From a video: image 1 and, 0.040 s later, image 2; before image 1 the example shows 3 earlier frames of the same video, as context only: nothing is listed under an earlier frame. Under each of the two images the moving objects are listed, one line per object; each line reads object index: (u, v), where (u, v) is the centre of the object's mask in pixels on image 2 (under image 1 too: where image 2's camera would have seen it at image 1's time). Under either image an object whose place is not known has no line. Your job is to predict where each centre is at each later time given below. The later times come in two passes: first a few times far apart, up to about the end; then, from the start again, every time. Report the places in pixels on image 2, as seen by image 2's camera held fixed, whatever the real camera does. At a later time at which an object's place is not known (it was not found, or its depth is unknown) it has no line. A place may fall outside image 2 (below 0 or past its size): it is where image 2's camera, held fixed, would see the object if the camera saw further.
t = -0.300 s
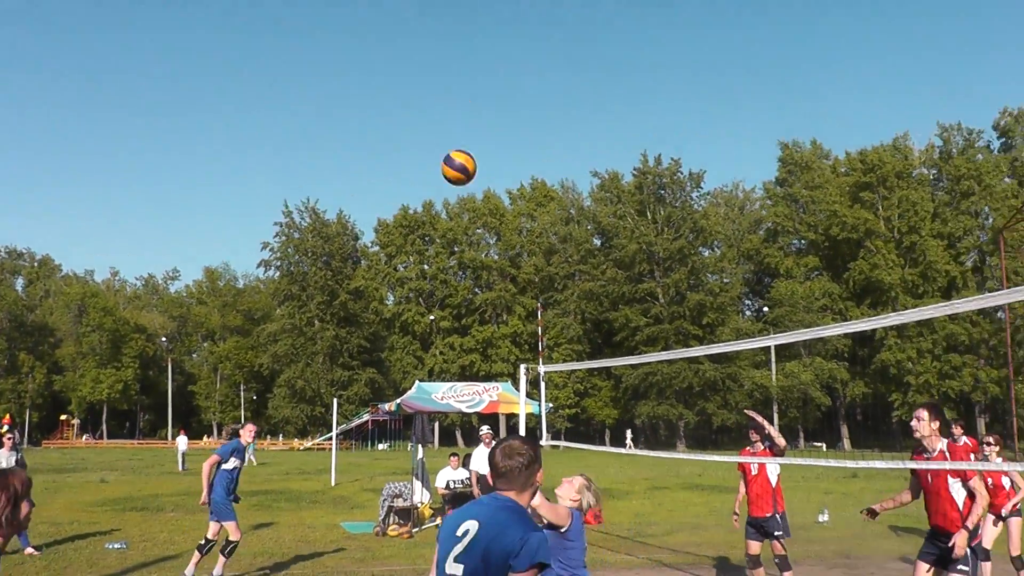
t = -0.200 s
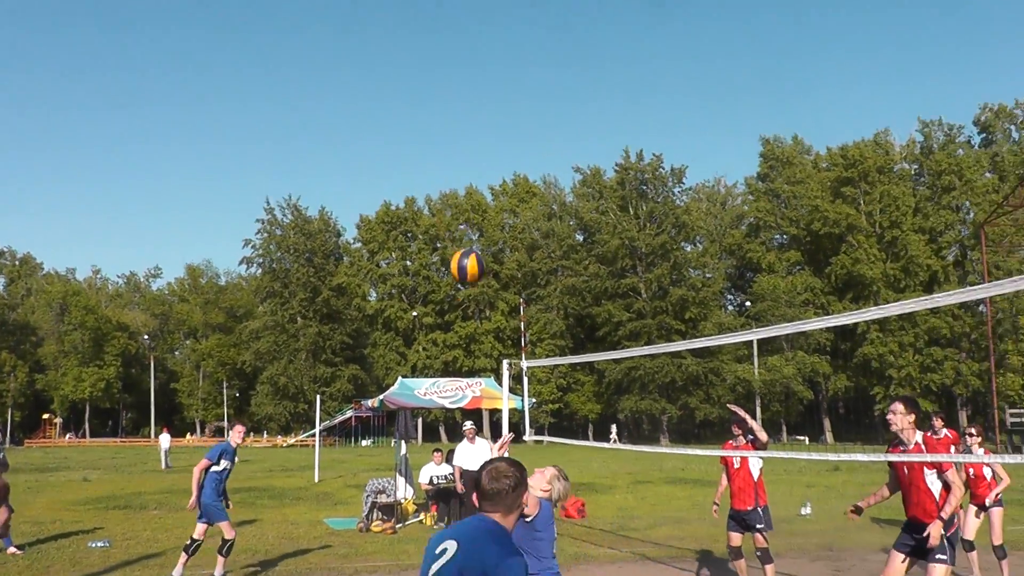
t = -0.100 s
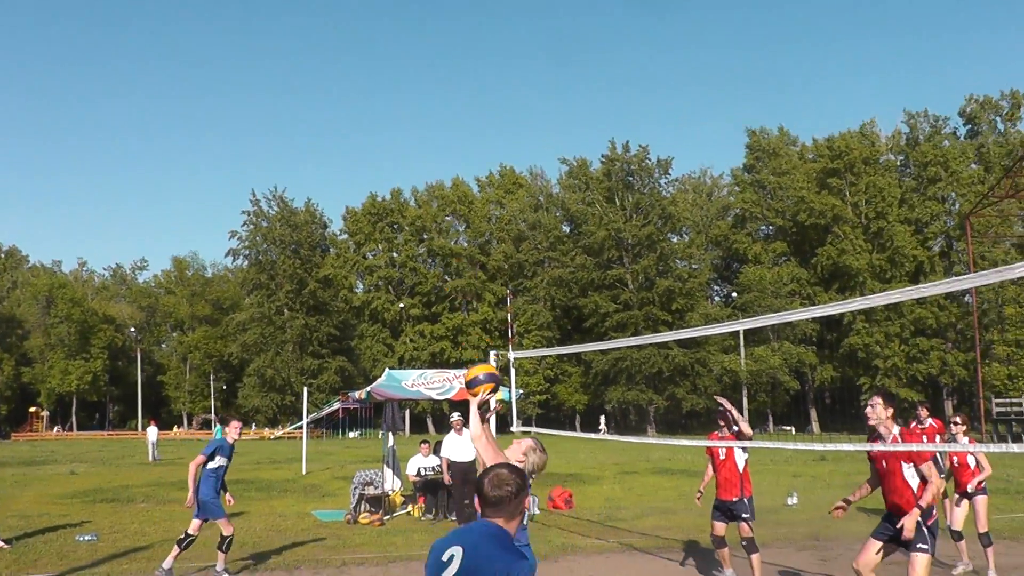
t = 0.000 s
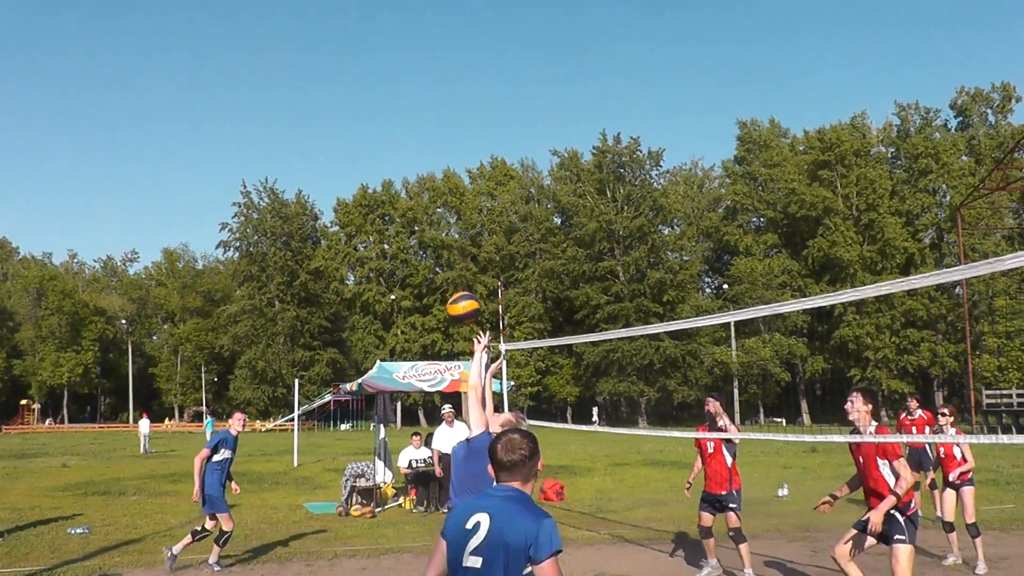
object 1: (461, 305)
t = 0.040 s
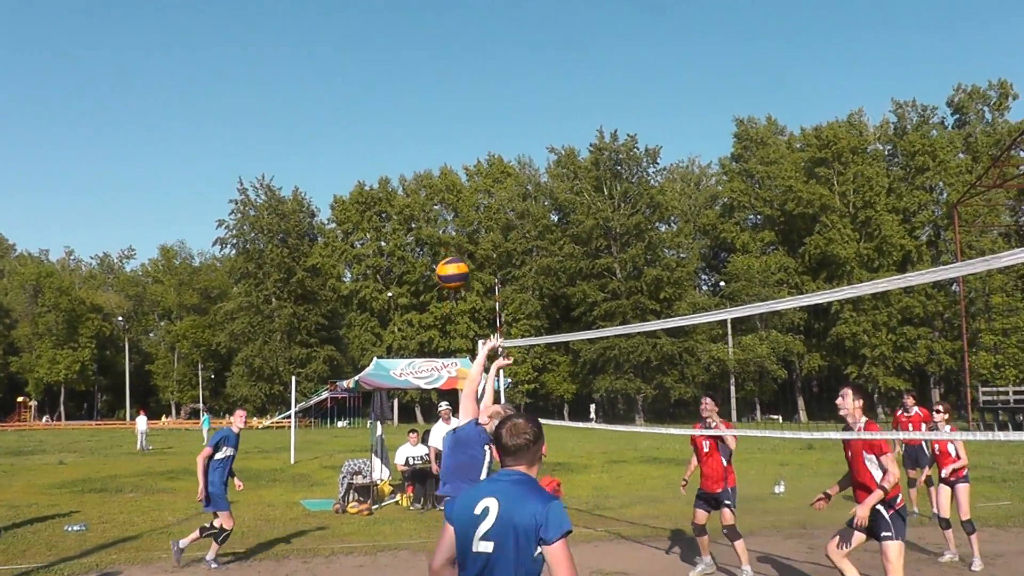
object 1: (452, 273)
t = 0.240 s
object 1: (418, 166)
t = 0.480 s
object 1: (389, 124)
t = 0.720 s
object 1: (366, 152)
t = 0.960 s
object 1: (347, 235)
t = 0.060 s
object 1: (449, 259)
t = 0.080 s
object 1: (445, 245)
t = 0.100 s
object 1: (441, 232)
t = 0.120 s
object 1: (438, 220)
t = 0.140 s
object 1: (434, 209)
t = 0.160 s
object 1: (431, 199)
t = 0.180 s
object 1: (427, 189)
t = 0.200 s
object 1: (424, 181)
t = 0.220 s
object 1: (421, 173)
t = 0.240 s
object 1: (418, 166)
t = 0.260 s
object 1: (416, 159)
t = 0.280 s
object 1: (413, 152)
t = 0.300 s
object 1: (410, 147)
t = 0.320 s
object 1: (408, 142)
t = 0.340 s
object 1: (405, 138)
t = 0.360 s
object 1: (403, 134)
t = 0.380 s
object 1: (401, 131)
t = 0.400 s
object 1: (398, 129)
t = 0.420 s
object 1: (396, 127)
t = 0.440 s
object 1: (394, 125)
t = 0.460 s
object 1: (391, 124)
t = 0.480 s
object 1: (389, 124)
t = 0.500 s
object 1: (387, 124)
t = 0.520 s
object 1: (385, 124)
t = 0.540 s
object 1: (383, 125)
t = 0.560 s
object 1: (381, 127)
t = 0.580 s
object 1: (379, 128)
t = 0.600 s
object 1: (377, 130)
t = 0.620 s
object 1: (375, 133)
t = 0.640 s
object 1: (373, 136)
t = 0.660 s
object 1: (371, 140)
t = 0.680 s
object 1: (369, 143)
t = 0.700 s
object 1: (367, 147)
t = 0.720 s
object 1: (366, 152)
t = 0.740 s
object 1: (364, 157)
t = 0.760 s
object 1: (363, 162)
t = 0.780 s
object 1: (361, 168)
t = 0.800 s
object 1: (359, 174)
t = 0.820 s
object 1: (358, 181)
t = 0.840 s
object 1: (356, 187)
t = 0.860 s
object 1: (354, 194)
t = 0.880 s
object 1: (353, 202)
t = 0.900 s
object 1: (350, 209)
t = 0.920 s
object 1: (349, 218)
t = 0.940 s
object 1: (348, 226)
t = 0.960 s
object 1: (347, 235)
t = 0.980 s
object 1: (345, 244)
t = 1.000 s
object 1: (344, 254)
